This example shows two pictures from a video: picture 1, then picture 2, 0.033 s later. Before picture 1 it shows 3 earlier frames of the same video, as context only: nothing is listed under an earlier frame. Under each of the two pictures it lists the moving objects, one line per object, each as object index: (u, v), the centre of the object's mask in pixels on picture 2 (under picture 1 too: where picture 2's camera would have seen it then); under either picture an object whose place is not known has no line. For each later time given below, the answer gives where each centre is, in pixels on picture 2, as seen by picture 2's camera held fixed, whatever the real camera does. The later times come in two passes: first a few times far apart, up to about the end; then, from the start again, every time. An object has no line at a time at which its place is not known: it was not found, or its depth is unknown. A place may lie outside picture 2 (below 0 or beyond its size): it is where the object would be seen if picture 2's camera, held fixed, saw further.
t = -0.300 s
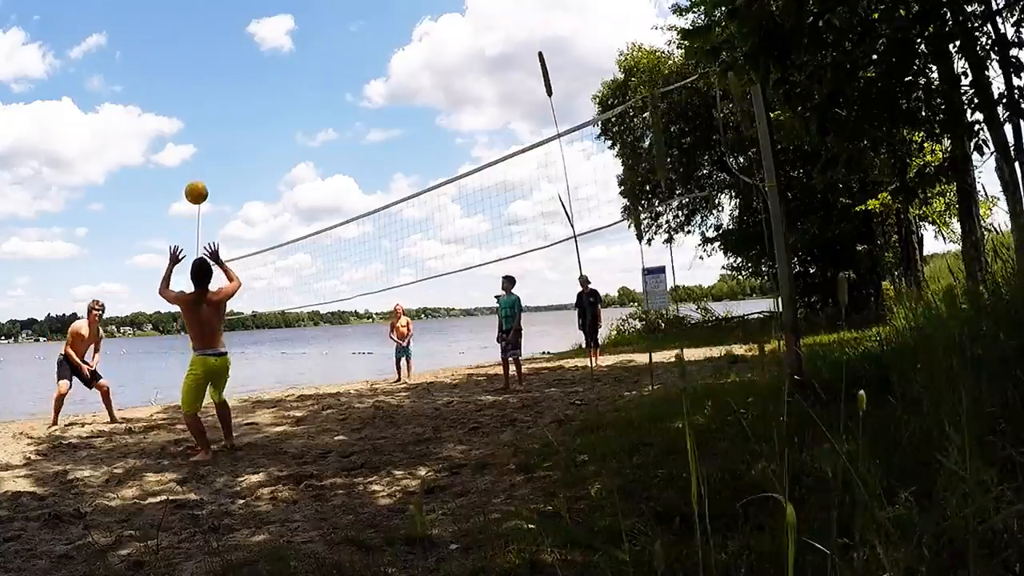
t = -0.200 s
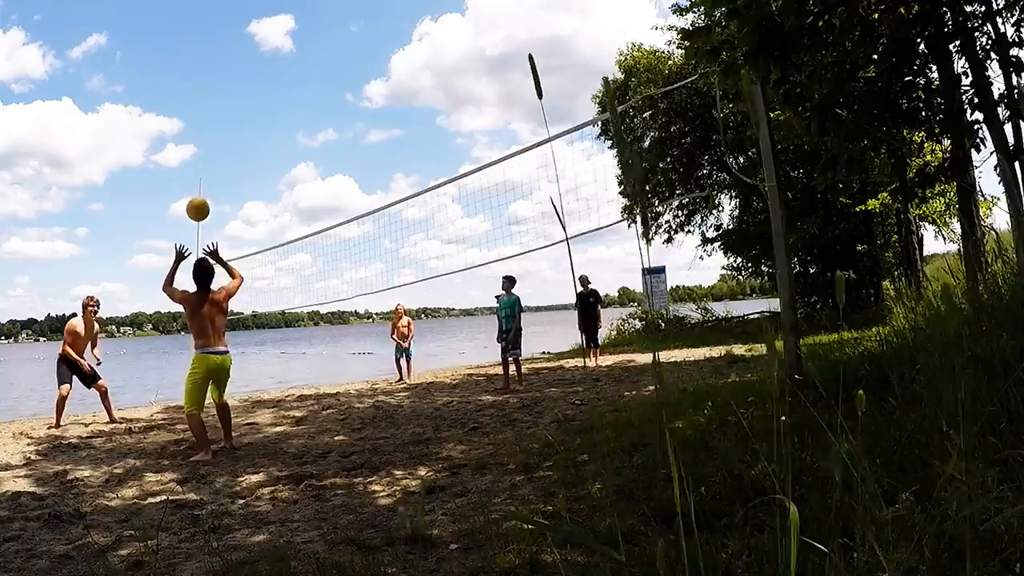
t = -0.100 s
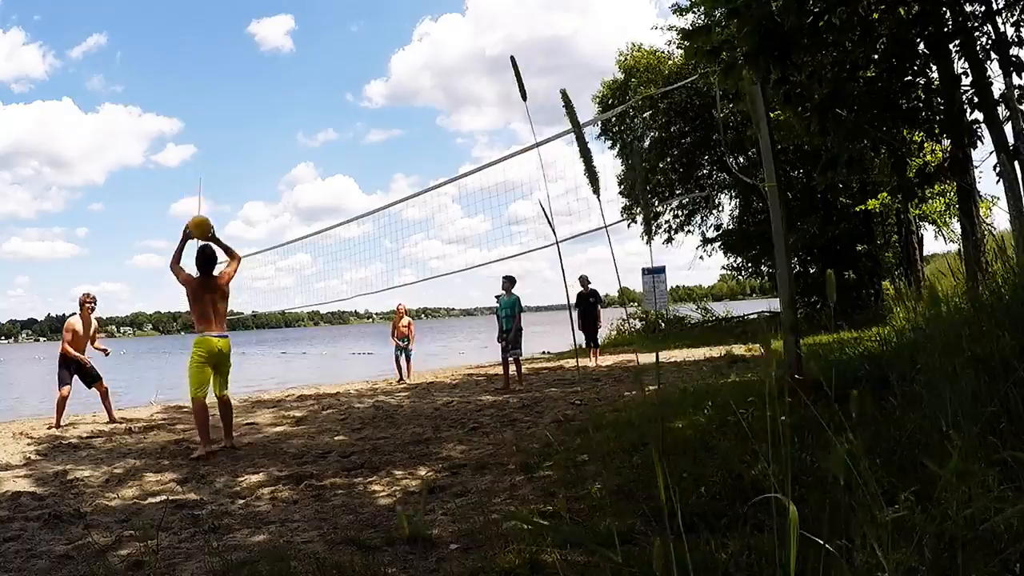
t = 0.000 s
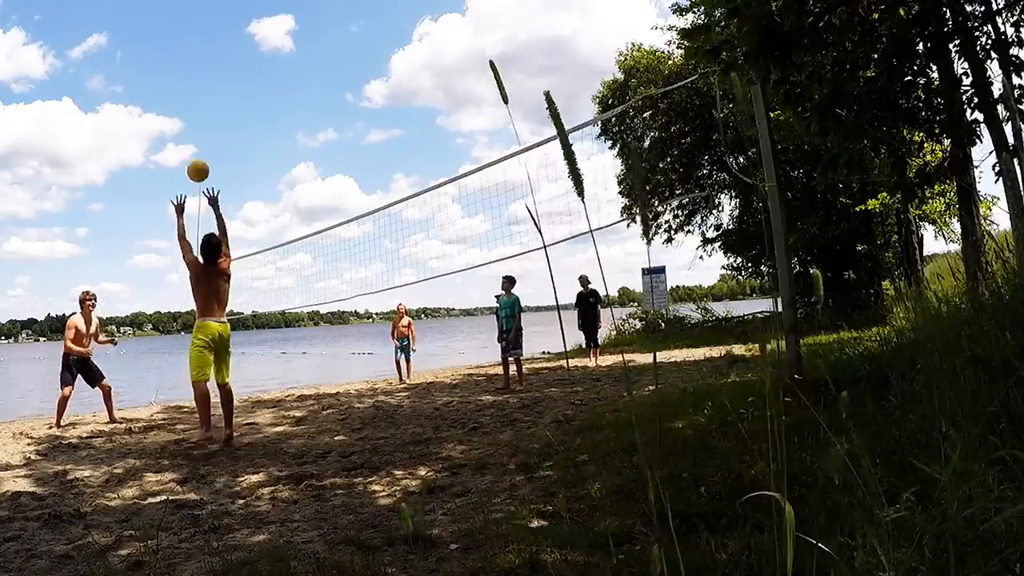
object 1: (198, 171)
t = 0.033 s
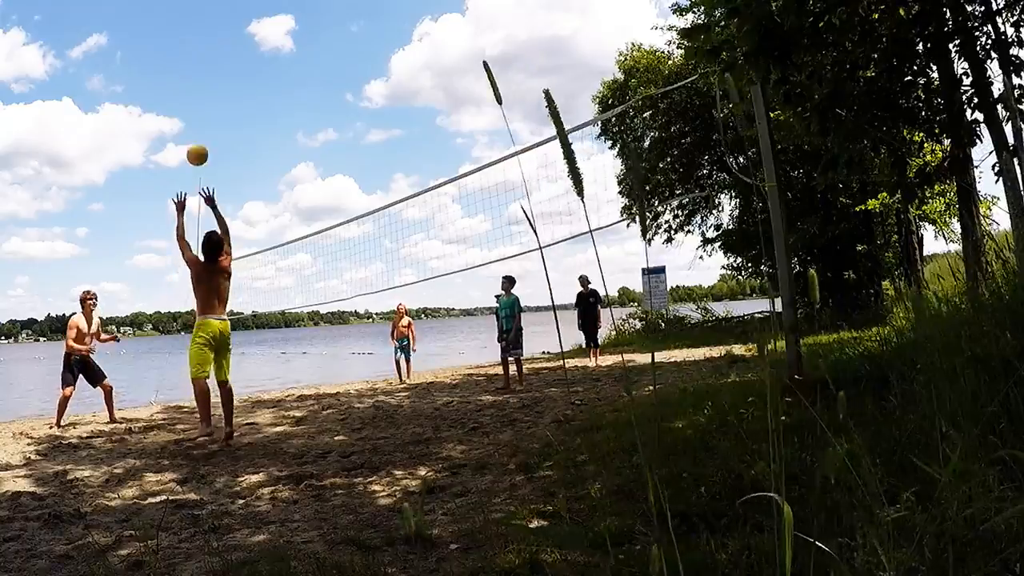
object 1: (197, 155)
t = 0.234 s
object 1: (194, 92)
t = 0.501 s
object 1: (191, 75)
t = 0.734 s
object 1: (187, 106)
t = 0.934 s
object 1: (184, 160)
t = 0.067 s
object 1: (196, 140)
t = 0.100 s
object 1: (196, 128)
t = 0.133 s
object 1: (195, 117)
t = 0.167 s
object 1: (195, 107)
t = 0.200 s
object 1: (195, 99)
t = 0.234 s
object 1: (194, 92)
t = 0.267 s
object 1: (194, 86)
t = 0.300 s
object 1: (194, 81)
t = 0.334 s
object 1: (193, 78)
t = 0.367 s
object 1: (193, 75)
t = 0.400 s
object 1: (193, 74)
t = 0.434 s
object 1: (192, 73)
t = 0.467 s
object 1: (192, 74)
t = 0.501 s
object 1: (191, 75)
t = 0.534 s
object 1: (191, 77)
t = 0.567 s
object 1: (190, 80)
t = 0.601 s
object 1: (189, 84)
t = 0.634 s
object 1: (189, 88)
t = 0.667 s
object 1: (188, 93)
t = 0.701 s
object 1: (188, 99)
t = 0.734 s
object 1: (187, 106)
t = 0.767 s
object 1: (187, 113)
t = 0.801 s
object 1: (186, 121)
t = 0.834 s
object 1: (185, 129)
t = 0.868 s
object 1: (185, 139)
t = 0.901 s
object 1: (184, 148)
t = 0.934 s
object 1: (184, 160)
